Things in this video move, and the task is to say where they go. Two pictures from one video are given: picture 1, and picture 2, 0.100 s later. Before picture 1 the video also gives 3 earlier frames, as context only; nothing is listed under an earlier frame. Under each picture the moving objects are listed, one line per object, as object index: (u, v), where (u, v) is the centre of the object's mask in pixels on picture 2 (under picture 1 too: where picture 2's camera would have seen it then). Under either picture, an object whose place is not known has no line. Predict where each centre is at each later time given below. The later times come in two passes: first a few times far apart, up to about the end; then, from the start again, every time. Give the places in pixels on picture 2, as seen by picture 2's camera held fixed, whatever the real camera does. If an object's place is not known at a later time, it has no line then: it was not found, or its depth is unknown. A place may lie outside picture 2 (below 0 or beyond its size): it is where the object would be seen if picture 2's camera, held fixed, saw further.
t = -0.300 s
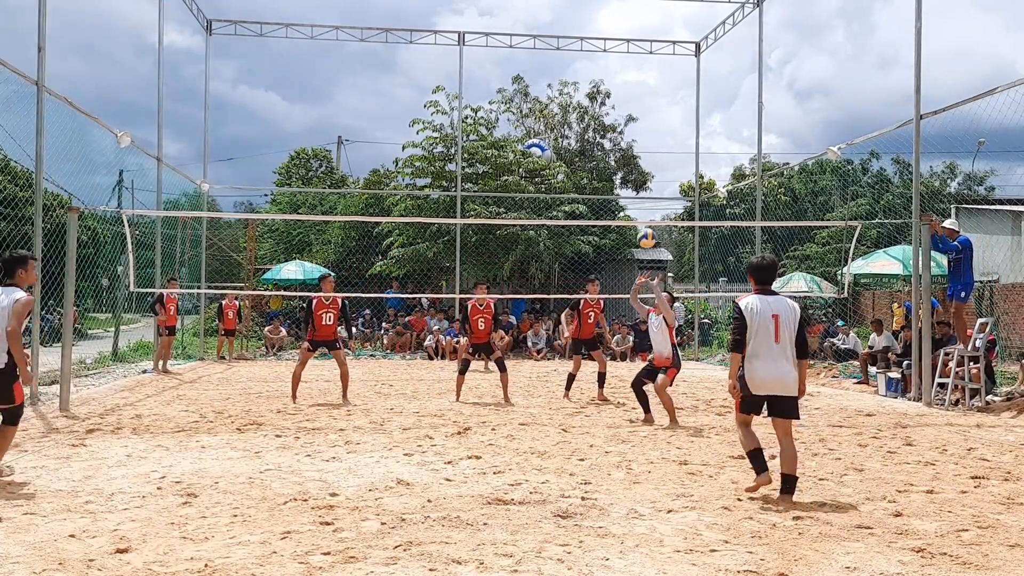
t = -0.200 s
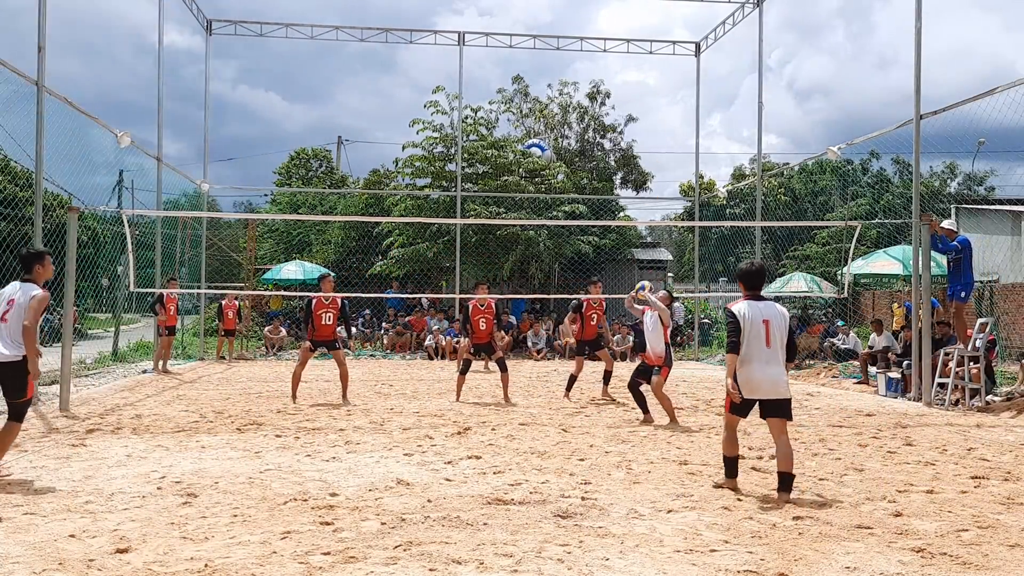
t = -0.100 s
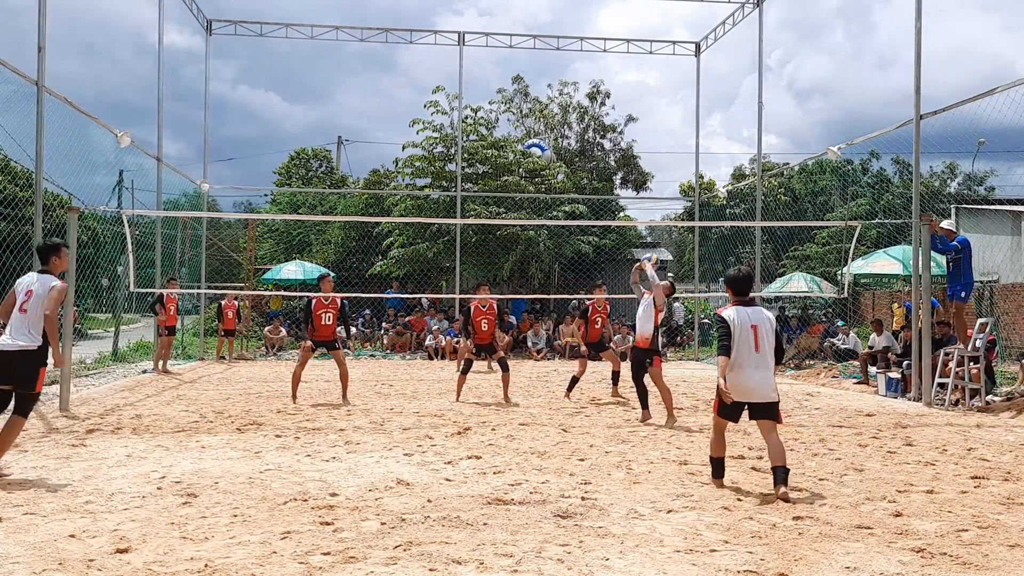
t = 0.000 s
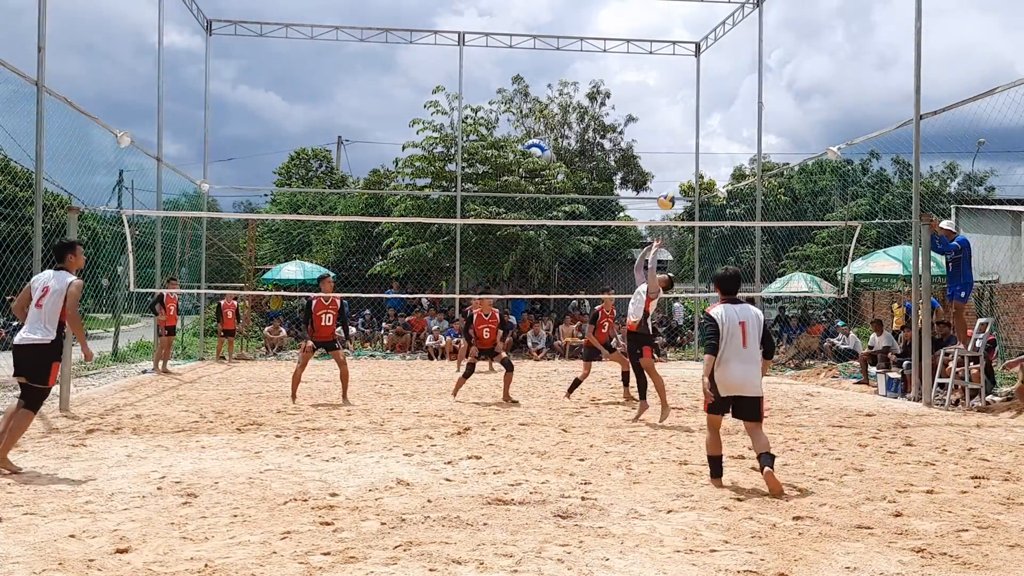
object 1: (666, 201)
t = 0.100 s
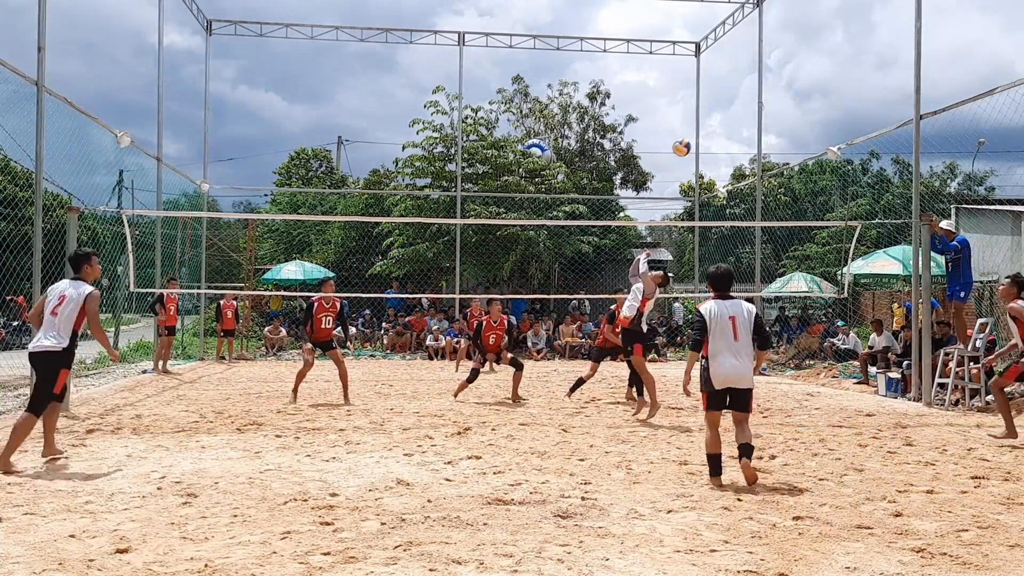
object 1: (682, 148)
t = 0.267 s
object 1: (706, 80)
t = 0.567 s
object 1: (745, 22)
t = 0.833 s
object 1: (777, 34)
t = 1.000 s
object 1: (795, 70)
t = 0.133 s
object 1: (686, 132)
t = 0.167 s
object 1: (691, 117)
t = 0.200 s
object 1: (696, 103)
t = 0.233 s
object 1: (701, 91)
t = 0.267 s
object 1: (706, 80)
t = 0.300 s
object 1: (710, 69)
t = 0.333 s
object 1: (714, 60)
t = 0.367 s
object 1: (720, 52)
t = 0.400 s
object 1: (724, 44)
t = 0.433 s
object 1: (728, 38)
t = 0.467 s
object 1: (733, 32)
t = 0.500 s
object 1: (737, 28)
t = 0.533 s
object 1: (741, 24)
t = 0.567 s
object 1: (745, 22)
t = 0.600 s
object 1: (749, 20)
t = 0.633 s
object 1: (753, 20)
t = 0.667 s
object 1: (757, 19)
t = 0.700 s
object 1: (761, 20)
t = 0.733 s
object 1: (765, 22)
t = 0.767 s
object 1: (769, 25)
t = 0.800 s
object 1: (773, 29)
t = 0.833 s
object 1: (777, 34)
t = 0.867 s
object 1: (781, 39)
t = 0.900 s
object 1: (785, 46)
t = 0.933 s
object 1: (788, 53)
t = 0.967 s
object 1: (792, 61)
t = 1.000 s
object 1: (795, 70)
